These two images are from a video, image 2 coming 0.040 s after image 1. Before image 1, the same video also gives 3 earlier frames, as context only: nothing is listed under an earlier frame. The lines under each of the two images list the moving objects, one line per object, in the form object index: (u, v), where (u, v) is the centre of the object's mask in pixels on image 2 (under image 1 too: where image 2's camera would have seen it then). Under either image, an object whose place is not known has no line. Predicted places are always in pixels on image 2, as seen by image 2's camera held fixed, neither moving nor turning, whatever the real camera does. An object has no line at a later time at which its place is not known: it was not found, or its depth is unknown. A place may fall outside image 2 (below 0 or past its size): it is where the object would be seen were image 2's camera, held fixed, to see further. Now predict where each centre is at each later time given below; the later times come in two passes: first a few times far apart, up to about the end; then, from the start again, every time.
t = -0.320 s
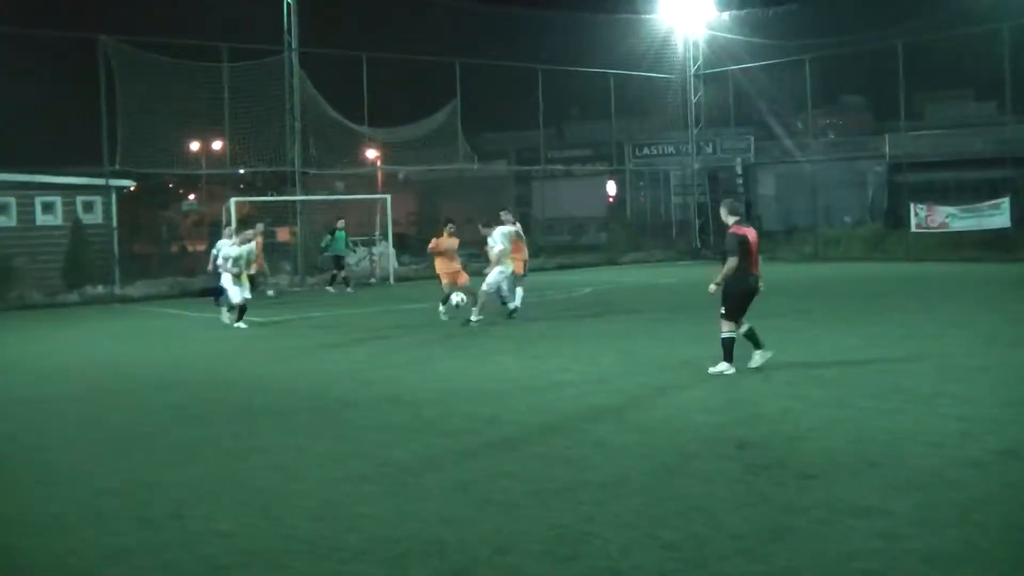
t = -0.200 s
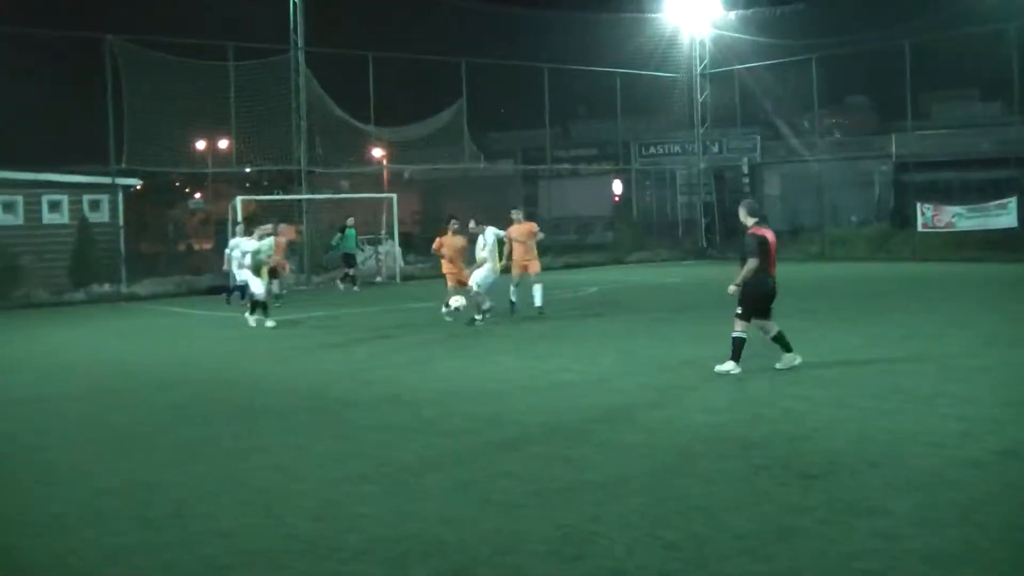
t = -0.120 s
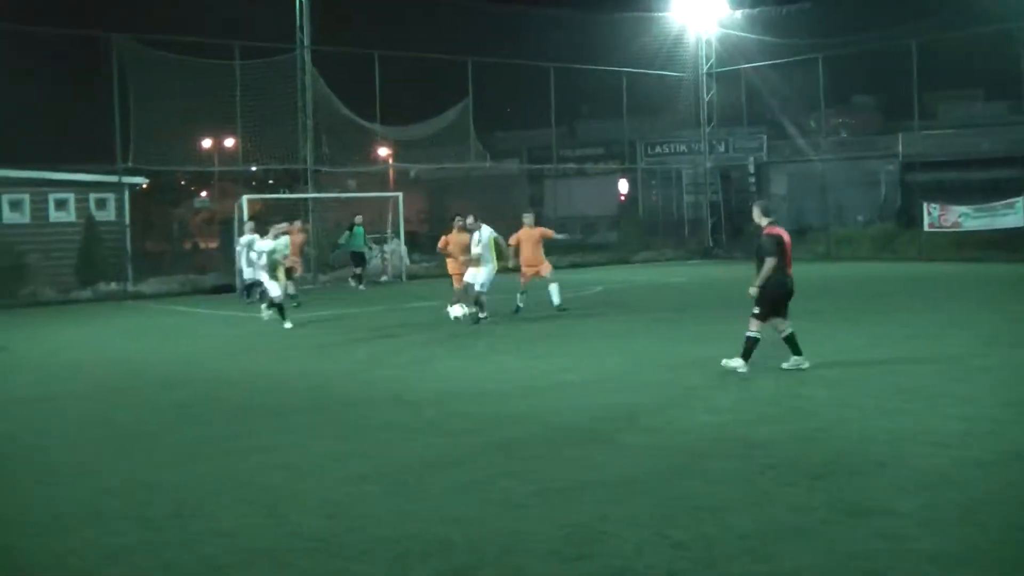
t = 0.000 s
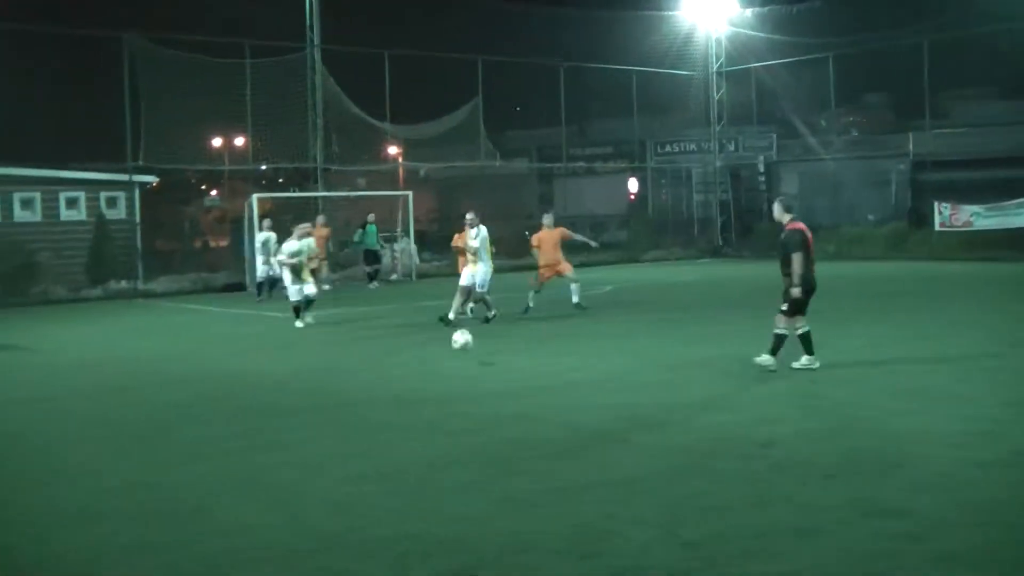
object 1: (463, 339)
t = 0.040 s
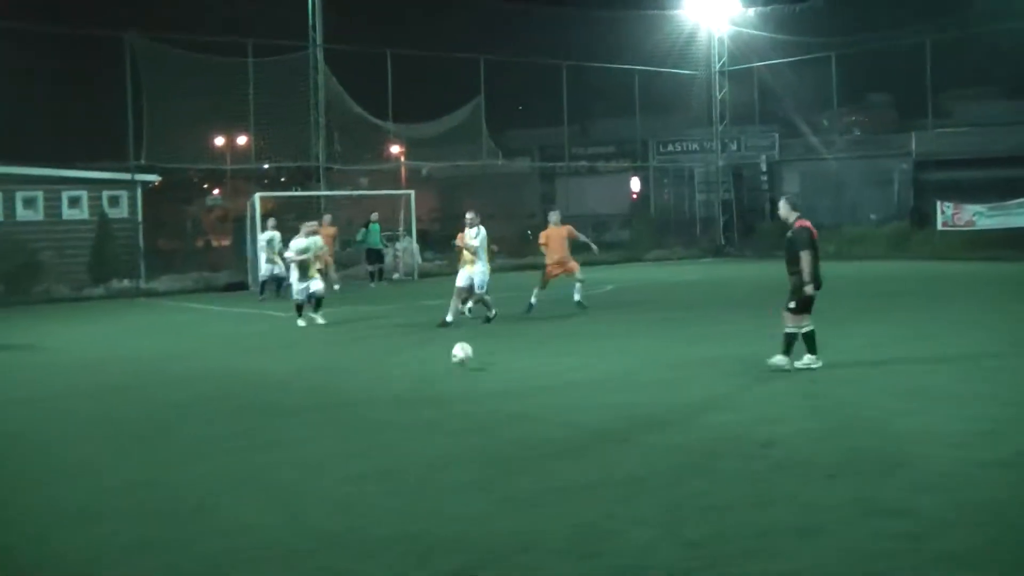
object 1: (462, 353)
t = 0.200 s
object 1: (460, 351)
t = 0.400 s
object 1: (453, 373)
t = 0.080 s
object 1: (462, 362)
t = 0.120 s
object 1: (461, 356)
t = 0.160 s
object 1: (460, 354)
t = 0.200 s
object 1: (460, 351)
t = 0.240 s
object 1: (457, 352)
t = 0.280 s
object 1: (456, 354)
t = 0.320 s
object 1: (455, 358)
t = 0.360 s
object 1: (454, 364)
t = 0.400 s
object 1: (453, 373)
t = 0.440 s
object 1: (452, 384)
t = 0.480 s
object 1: (450, 399)
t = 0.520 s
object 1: (448, 415)
